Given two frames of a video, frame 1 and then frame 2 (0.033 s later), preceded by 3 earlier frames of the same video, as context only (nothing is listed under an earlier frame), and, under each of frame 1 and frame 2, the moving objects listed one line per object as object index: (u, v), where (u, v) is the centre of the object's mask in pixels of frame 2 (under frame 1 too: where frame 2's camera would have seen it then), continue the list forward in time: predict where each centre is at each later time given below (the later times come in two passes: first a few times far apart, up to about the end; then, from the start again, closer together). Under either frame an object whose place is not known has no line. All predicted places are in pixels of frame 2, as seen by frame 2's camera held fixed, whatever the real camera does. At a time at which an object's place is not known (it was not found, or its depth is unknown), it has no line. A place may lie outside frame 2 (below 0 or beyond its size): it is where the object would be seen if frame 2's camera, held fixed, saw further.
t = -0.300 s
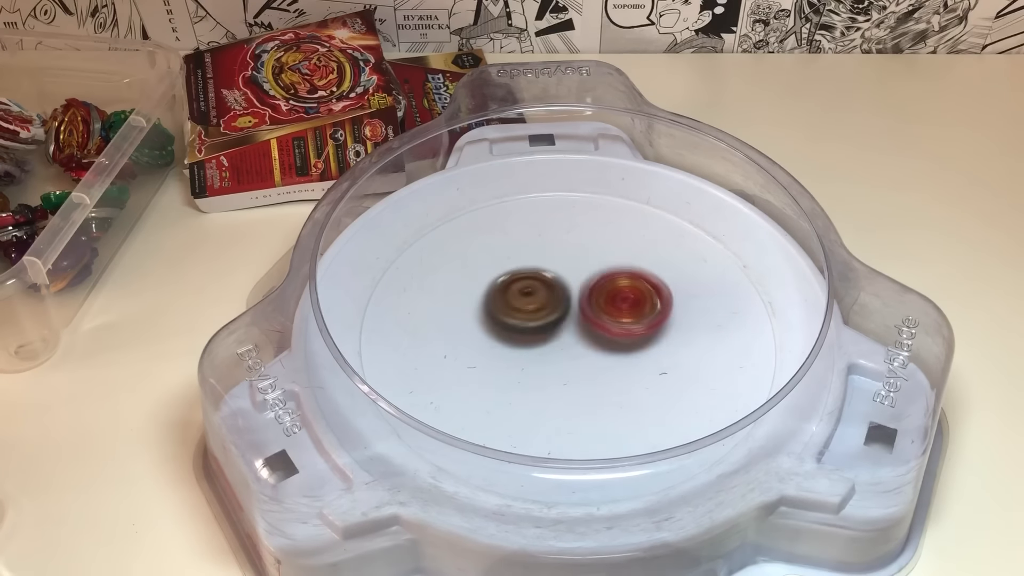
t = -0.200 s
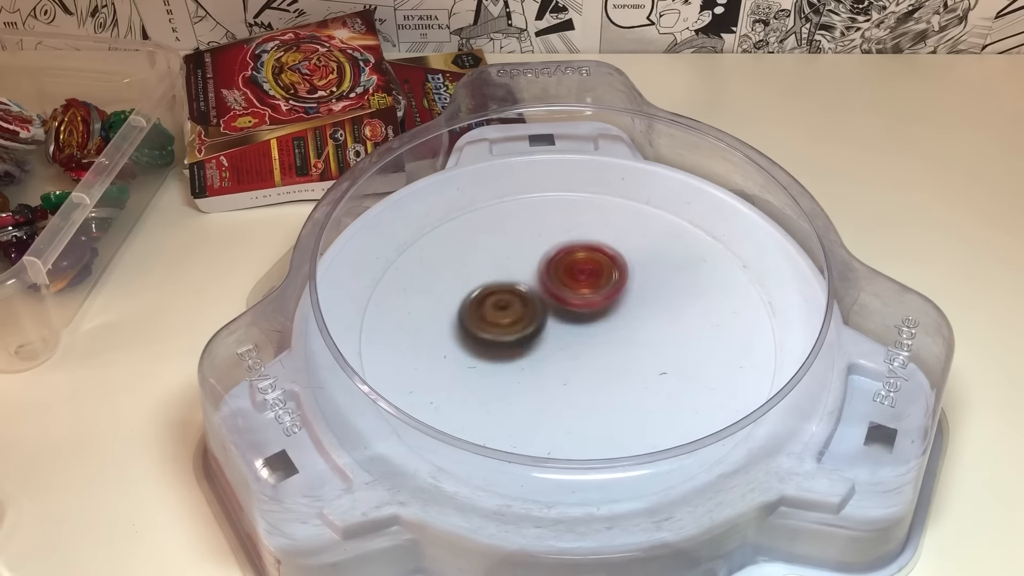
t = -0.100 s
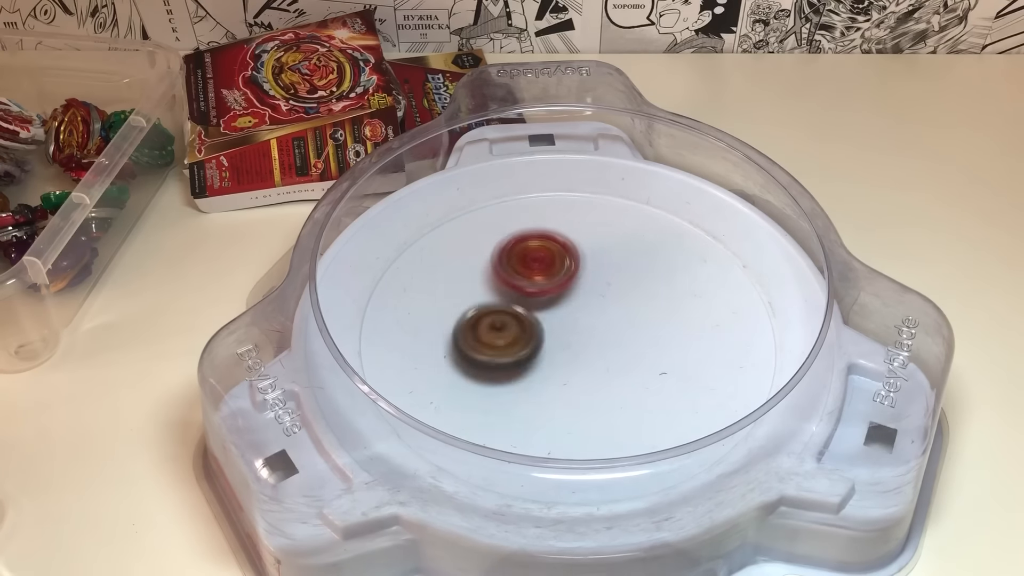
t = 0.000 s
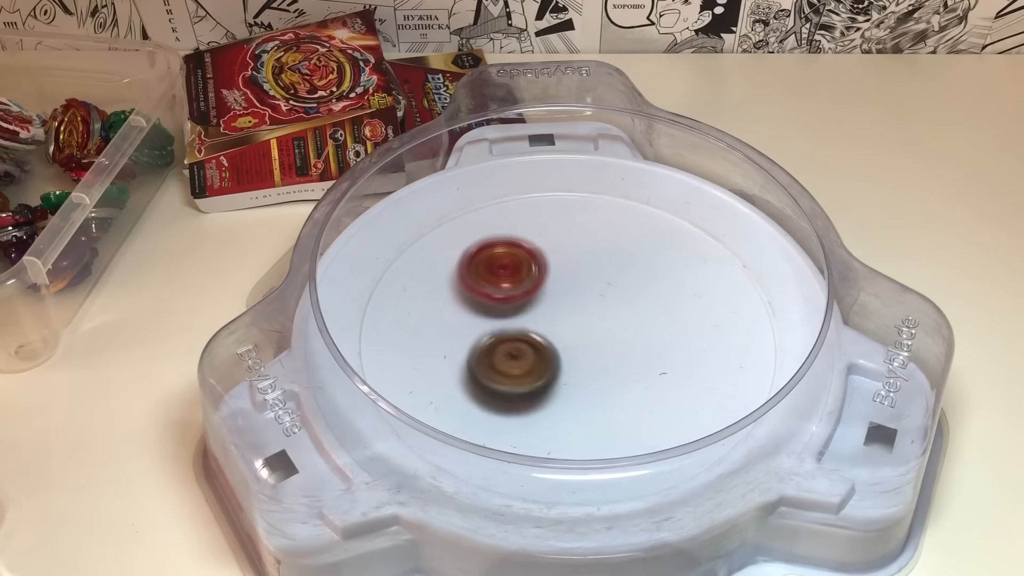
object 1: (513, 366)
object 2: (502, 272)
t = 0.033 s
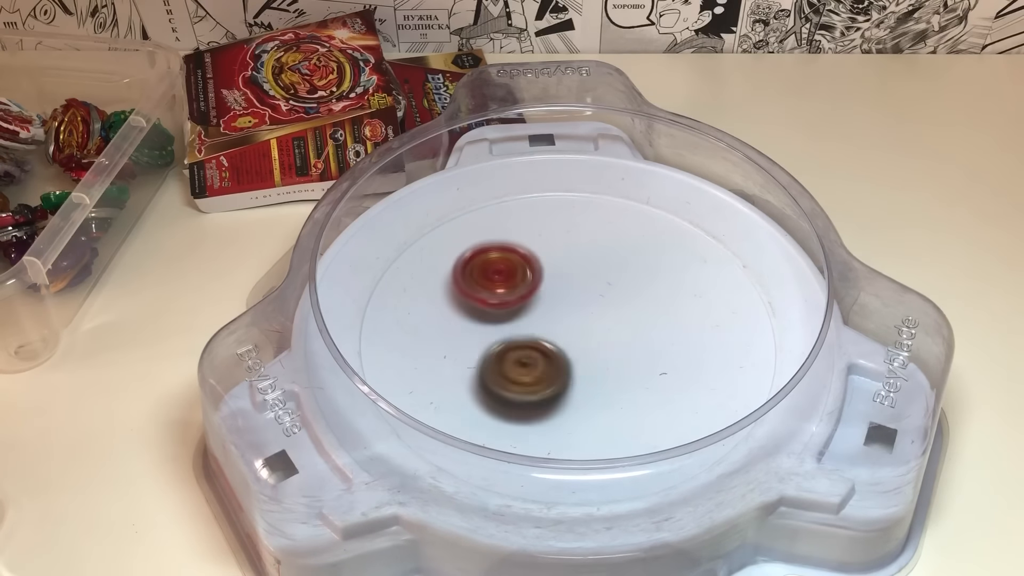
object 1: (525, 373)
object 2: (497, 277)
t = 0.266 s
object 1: (622, 365)
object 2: (528, 329)
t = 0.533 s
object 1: (650, 321)
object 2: (551, 339)
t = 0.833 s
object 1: (576, 269)
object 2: (505, 342)
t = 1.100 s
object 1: (533, 285)
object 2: (536, 385)
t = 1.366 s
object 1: (566, 289)
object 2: (601, 389)
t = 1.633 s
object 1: (562, 283)
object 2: (614, 358)
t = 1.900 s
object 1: (568, 285)
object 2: (583, 357)
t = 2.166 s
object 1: (568, 298)
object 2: (584, 374)
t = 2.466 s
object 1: (570, 285)
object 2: (568, 387)
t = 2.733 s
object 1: (581, 286)
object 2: (556, 374)
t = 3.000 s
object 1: (592, 296)
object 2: (540, 356)
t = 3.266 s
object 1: (598, 304)
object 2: (528, 347)
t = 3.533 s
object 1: (606, 306)
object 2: (515, 339)
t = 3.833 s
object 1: (650, 304)
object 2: (472, 321)
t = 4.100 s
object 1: (603, 321)
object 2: (506, 300)
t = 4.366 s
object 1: (603, 352)
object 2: (532, 278)
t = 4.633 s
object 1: (591, 363)
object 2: (570, 257)
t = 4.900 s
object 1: (592, 358)
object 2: (599, 262)
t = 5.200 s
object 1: (544, 371)
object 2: (611, 276)
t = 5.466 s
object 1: (500, 353)
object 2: (625, 305)
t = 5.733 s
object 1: (518, 339)
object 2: (615, 343)
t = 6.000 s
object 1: (521, 314)
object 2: (604, 366)
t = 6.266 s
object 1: (545, 298)
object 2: (576, 372)
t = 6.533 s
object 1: (587, 260)
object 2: (513, 386)
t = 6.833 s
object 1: (593, 295)
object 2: (499, 348)
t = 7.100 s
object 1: (637, 349)
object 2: (490, 289)
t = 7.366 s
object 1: (612, 380)
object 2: (534, 267)
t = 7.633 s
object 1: (550, 379)
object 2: (595, 292)
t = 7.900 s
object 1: (501, 354)
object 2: (608, 337)
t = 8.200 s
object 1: (491, 310)
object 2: (562, 366)
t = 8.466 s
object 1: (516, 263)
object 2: (517, 360)
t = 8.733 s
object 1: (573, 262)
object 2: (514, 311)
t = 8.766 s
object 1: (583, 264)
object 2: (516, 307)
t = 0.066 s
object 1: (538, 379)
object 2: (494, 283)
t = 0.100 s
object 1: (553, 382)
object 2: (493, 289)
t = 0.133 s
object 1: (568, 383)
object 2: (495, 297)
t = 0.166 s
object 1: (584, 381)
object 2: (500, 305)
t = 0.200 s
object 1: (598, 375)
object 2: (508, 314)
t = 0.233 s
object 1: (608, 371)
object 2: (519, 323)
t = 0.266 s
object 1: (622, 365)
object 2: (528, 329)
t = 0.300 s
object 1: (640, 364)
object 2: (529, 330)
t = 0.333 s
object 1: (653, 359)
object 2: (530, 333)
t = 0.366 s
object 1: (662, 354)
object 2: (532, 334)
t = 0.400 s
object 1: (666, 349)
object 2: (536, 335)
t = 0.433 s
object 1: (667, 342)
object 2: (540, 337)
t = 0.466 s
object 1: (665, 335)
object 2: (545, 338)
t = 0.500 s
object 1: (659, 328)
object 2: (548, 339)
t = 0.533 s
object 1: (650, 321)
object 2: (551, 339)
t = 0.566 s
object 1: (640, 315)
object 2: (550, 337)
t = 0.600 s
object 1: (633, 306)
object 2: (545, 335)
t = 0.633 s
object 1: (625, 297)
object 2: (541, 333)
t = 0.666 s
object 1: (615, 291)
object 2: (536, 332)
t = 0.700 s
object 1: (604, 287)
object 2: (533, 331)
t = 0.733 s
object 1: (593, 283)
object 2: (530, 330)
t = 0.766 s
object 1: (585, 280)
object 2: (522, 332)
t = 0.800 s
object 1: (581, 274)
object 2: (511, 337)
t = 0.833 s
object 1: (576, 269)
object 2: (505, 342)
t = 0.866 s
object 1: (569, 268)
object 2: (500, 347)
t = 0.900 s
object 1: (561, 270)
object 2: (499, 351)
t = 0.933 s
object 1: (551, 273)
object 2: (502, 354)
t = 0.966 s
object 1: (543, 277)
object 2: (508, 358)
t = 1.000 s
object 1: (535, 283)
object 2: (517, 361)
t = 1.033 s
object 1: (528, 291)
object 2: (528, 361)
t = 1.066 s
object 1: (526, 293)
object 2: (534, 371)
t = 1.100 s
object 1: (533, 285)
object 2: (536, 385)
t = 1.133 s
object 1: (539, 278)
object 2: (539, 395)
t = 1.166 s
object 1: (544, 275)
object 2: (543, 403)
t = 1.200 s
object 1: (549, 274)
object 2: (551, 407)
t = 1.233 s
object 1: (554, 275)
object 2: (561, 408)
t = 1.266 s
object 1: (558, 278)
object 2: (572, 407)
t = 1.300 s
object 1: (561, 282)
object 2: (584, 403)
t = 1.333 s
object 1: (564, 285)
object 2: (592, 397)
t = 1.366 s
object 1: (566, 289)
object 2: (601, 389)
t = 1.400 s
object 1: (568, 293)
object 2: (607, 380)
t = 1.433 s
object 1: (569, 298)
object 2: (610, 371)
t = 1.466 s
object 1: (569, 301)
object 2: (613, 363)
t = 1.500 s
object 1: (567, 299)
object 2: (616, 359)
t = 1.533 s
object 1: (564, 294)
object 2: (619, 360)
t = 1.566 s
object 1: (562, 289)
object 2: (620, 360)
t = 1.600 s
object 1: (562, 285)
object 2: (618, 359)
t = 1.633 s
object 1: (562, 283)
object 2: (614, 358)
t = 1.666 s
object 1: (563, 282)
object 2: (610, 356)
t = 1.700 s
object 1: (565, 283)
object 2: (605, 353)
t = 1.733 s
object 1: (567, 284)
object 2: (599, 350)
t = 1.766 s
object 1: (568, 285)
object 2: (594, 350)
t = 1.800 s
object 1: (568, 282)
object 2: (590, 353)
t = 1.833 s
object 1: (568, 281)
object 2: (587, 356)
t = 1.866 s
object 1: (568, 283)
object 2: (585, 357)
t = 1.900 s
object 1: (568, 285)
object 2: (583, 357)
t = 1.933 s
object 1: (569, 287)
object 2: (583, 355)
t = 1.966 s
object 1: (570, 288)
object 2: (582, 358)
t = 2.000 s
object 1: (572, 285)
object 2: (582, 364)
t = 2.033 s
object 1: (574, 284)
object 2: (582, 368)
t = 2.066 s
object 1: (574, 286)
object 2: (582, 372)
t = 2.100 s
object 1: (573, 289)
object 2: (582, 374)
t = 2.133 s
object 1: (570, 293)
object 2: (583, 375)
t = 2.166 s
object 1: (568, 298)
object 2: (584, 374)
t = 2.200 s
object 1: (566, 302)
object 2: (584, 371)
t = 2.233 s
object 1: (563, 304)
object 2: (583, 369)
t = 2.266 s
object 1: (562, 299)
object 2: (580, 379)
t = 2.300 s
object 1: (563, 292)
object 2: (576, 386)
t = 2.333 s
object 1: (564, 287)
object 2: (573, 390)
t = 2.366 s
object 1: (565, 284)
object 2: (570, 391)
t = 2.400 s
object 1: (567, 282)
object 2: (569, 391)
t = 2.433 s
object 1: (568, 283)
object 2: (568, 390)
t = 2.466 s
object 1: (570, 285)
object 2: (568, 387)
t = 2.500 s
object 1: (571, 286)
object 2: (568, 384)
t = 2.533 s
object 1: (571, 290)
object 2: (568, 380)
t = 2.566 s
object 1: (572, 293)
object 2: (569, 376)
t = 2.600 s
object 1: (572, 297)
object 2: (569, 372)
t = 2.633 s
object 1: (572, 300)
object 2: (569, 367)
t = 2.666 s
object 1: (574, 297)
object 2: (566, 369)
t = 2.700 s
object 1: (578, 290)
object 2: (561, 373)
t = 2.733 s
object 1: (581, 286)
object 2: (556, 374)
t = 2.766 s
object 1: (584, 283)
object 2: (552, 375)
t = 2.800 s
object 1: (586, 282)
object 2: (549, 373)
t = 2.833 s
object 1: (588, 282)
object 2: (547, 371)
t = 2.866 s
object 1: (589, 285)
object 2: (546, 368)
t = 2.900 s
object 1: (590, 288)
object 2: (545, 364)
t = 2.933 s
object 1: (589, 292)
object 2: (545, 360)
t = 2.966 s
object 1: (589, 297)
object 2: (545, 356)
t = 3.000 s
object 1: (592, 296)
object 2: (540, 356)
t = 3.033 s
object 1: (598, 293)
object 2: (532, 358)
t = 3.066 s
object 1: (602, 292)
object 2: (527, 358)
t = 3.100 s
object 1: (605, 292)
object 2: (523, 358)
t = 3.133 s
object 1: (606, 293)
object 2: (522, 357)
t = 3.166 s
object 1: (605, 296)
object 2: (522, 355)
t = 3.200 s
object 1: (603, 298)
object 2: (523, 353)
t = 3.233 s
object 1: (601, 301)
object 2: (525, 350)
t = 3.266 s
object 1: (598, 304)
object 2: (528, 347)
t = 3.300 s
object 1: (599, 304)
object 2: (524, 348)
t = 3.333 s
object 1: (605, 302)
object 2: (518, 348)
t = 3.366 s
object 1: (609, 301)
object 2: (513, 347)
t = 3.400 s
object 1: (611, 301)
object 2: (511, 345)
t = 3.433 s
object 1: (612, 301)
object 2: (510, 344)
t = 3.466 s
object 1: (611, 302)
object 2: (511, 342)
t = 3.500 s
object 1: (609, 304)
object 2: (512, 340)
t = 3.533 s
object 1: (606, 306)
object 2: (515, 339)
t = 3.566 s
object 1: (602, 308)
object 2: (518, 337)
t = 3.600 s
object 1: (607, 307)
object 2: (511, 335)
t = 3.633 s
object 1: (624, 305)
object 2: (493, 336)
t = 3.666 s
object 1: (637, 303)
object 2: (481, 333)
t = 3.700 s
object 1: (646, 301)
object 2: (474, 330)
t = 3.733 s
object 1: (651, 301)
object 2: (471, 327)
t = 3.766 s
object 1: (653, 301)
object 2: (470, 325)
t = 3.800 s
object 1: (653, 302)
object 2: (470, 323)
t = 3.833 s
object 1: (650, 304)
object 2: (472, 321)
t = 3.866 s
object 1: (644, 306)
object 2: (475, 319)
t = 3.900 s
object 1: (638, 308)
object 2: (479, 317)
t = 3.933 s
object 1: (631, 311)
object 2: (484, 315)
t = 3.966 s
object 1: (623, 313)
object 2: (490, 313)
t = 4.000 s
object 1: (615, 315)
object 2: (496, 311)
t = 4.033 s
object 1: (607, 317)
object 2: (503, 309)
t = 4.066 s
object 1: (600, 319)
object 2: (508, 306)
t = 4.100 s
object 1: (603, 321)
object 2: (506, 300)
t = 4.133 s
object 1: (607, 324)
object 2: (506, 295)
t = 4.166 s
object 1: (609, 326)
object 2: (507, 290)
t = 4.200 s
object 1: (611, 331)
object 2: (511, 287)
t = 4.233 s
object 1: (611, 337)
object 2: (514, 284)
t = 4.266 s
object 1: (609, 342)
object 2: (518, 282)
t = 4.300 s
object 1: (607, 347)
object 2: (521, 280)
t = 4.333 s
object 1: (605, 351)
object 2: (526, 279)
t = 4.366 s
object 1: (603, 352)
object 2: (532, 278)
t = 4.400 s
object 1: (599, 353)
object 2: (537, 277)
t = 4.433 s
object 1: (596, 353)
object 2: (541, 277)
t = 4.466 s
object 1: (593, 352)
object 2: (546, 276)
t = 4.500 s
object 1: (591, 350)
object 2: (552, 277)
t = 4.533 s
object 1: (589, 349)
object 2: (557, 275)
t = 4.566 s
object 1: (589, 354)
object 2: (561, 267)
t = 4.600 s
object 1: (590, 359)
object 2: (566, 262)
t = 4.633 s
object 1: (591, 363)
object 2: (570, 257)
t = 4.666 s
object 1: (592, 364)
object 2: (576, 253)
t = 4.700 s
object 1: (593, 364)
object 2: (580, 252)
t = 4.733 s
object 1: (593, 365)
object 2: (584, 252)
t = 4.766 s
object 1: (594, 364)
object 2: (587, 253)
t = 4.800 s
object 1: (594, 362)
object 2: (590, 254)
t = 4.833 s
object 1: (593, 361)
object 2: (593, 256)
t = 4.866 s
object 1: (593, 359)
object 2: (596, 258)
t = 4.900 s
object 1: (592, 358)
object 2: (599, 262)
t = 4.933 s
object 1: (592, 356)
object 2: (600, 267)
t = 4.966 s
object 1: (591, 354)
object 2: (601, 271)
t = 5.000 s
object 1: (590, 353)
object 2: (600, 276)
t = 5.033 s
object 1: (584, 357)
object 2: (602, 276)
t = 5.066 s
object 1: (576, 366)
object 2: (607, 270)
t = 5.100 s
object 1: (567, 372)
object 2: (610, 269)
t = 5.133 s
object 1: (559, 374)
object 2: (612, 270)
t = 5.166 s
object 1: (551, 373)
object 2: (613, 273)
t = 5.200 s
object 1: (544, 371)
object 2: (611, 276)
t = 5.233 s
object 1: (540, 369)
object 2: (609, 281)
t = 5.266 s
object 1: (537, 366)
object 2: (606, 286)
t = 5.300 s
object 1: (535, 361)
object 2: (603, 291)
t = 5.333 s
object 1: (534, 356)
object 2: (601, 296)
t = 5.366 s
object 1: (529, 355)
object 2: (602, 301)
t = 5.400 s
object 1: (516, 355)
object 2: (613, 300)
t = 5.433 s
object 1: (506, 354)
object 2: (620, 302)
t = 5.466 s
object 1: (500, 353)
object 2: (625, 305)
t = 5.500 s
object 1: (498, 351)
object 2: (627, 311)
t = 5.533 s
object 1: (499, 349)
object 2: (628, 315)
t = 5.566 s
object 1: (501, 347)
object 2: (627, 320)
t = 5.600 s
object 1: (504, 346)
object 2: (625, 325)
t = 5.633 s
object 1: (508, 345)
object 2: (622, 330)
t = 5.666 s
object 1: (513, 343)
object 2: (618, 334)
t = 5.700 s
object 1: (518, 341)
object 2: (615, 338)
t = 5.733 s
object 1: (518, 339)
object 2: (615, 343)
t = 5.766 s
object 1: (516, 335)
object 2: (616, 347)
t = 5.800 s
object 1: (516, 333)
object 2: (616, 351)
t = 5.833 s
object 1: (518, 331)
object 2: (614, 354)
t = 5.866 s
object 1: (520, 329)
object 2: (611, 356)
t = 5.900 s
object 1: (523, 328)
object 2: (608, 357)
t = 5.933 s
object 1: (520, 322)
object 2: (608, 361)
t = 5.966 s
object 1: (520, 318)
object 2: (607, 364)
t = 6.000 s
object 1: (521, 314)
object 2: (604, 366)
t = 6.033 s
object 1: (524, 313)
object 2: (599, 367)
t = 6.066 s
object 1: (526, 311)
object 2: (594, 367)
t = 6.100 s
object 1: (530, 311)
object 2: (588, 366)
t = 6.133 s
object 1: (533, 309)
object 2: (584, 367)
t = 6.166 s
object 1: (535, 304)
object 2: (582, 370)
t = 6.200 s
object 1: (538, 300)
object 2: (581, 372)
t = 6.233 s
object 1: (542, 298)
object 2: (579, 372)
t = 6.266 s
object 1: (545, 298)
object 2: (576, 372)
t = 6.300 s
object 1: (548, 297)
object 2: (572, 370)
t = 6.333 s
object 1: (550, 297)
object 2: (569, 367)
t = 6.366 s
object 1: (553, 298)
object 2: (565, 364)
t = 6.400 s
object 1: (559, 290)
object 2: (553, 374)
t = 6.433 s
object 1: (569, 278)
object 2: (540, 380)
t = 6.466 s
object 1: (576, 269)
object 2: (529, 385)
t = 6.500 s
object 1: (583, 263)
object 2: (521, 386)
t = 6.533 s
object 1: (587, 260)
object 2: (513, 386)
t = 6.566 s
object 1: (591, 261)
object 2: (508, 385)
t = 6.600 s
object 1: (593, 261)
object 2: (504, 383)
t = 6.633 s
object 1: (594, 266)
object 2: (500, 380)
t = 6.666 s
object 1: (595, 269)
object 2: (498, 375)
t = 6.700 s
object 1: (595, 273)
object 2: (497, 370)
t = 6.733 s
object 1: (594, 277)
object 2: (496, 365)
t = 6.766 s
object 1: (593, 283)
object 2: (496, 359)
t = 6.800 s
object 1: (593, 288)
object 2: (497, 354)
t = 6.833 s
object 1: (593, 295)
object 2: (499, 348)
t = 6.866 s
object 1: (593, 303)
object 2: (501, 342)
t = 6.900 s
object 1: (593, 310)
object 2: (502, 335)
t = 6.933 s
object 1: (595, 317)
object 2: (505, 329)
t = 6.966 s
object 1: (602, 323)
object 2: (504, 320)
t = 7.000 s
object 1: (615, 330)
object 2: (495, 312)
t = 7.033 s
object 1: (627, 337)
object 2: (492, 304)
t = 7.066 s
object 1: (634, 343)
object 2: (491, 296)
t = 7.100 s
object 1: (637, 349)
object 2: (490, 289)
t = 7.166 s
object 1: (639, 357)
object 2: (496, 278)
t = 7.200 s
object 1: (637, 362)
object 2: (501, 274)
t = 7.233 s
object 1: (634, 364)
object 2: (506, 270)
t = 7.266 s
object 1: (630, 368)
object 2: (511, 268)
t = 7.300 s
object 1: (626, 370)
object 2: (518, 266)
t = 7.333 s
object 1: (619, 378)
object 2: (525, 266)
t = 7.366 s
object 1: (612, 380)
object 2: (534, 267)
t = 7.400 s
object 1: (604, 381)
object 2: (541, 269)
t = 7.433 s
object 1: (597, 382)
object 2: (549, 269)
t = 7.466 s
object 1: (589, 382)
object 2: (557, 272)
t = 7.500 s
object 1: (582, 382)
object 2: (566, 275)
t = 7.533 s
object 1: (574, 381)
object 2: (575, 277)
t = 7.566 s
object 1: (566, 383)
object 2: (582, 281)
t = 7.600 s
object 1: (557, 383)
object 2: (588, 286)
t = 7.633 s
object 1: (550, 379)
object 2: (595, 292)
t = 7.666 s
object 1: (542, 377)
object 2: (601, 298)
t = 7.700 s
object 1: (535, 375)
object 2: (606, 303)
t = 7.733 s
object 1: (527, 373)
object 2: (608, 309)
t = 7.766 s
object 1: (521, 370)
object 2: (611, 317)
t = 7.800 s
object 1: (514, 367)
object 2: (612, 322)
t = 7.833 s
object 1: (509, 364)
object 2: (612, 327)
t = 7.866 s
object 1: (505, 360)
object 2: (611, 331)
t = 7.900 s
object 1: (501, 354)
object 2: (608, 337)
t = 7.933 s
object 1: (498, 351)
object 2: (606, 342)
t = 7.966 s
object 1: (495, 347)
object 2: (602, 347)
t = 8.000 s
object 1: (493, 342)
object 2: (598, 348)
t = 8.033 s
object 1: (491, 337)
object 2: (592, 352)
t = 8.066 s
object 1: (490, 332)
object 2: (585, 357)
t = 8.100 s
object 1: (489, 327)
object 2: (580, 359)
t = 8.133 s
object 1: (490, 321)
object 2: (574, 359)
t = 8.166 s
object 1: (491, 318)
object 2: (566, 363)
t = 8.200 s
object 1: (491, 310)
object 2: (562, 366)
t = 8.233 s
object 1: (491, 301)
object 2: (557, 369)
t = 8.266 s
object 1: (493, 293)
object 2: (552, 371)
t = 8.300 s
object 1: (495, 286)
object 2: (545, 374)
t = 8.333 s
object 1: (498, 280)
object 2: (537, 373)
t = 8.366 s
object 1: (502, 275)
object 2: (532, 371)
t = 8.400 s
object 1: (506, 270)
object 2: (526, 368)
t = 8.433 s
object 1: (511, 266)
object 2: (521, 366)
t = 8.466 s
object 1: (516, 263)
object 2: (517, 360)
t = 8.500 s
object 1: (522, 261)
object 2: (514, 356)
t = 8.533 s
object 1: (528, 259)
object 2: (512, 351)
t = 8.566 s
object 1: (535, 258)
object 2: (509, 344)
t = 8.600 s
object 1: (542, 258)
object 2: (509, 336)
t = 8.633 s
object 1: (550, 258)
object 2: (509, 330)
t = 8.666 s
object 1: (557, 259)
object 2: (509, 323)
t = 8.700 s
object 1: (565, 260)
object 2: (512, 316)
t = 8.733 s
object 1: (573, 262)
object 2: (514, 311)
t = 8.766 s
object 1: (583, 264)
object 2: (516, 307)
